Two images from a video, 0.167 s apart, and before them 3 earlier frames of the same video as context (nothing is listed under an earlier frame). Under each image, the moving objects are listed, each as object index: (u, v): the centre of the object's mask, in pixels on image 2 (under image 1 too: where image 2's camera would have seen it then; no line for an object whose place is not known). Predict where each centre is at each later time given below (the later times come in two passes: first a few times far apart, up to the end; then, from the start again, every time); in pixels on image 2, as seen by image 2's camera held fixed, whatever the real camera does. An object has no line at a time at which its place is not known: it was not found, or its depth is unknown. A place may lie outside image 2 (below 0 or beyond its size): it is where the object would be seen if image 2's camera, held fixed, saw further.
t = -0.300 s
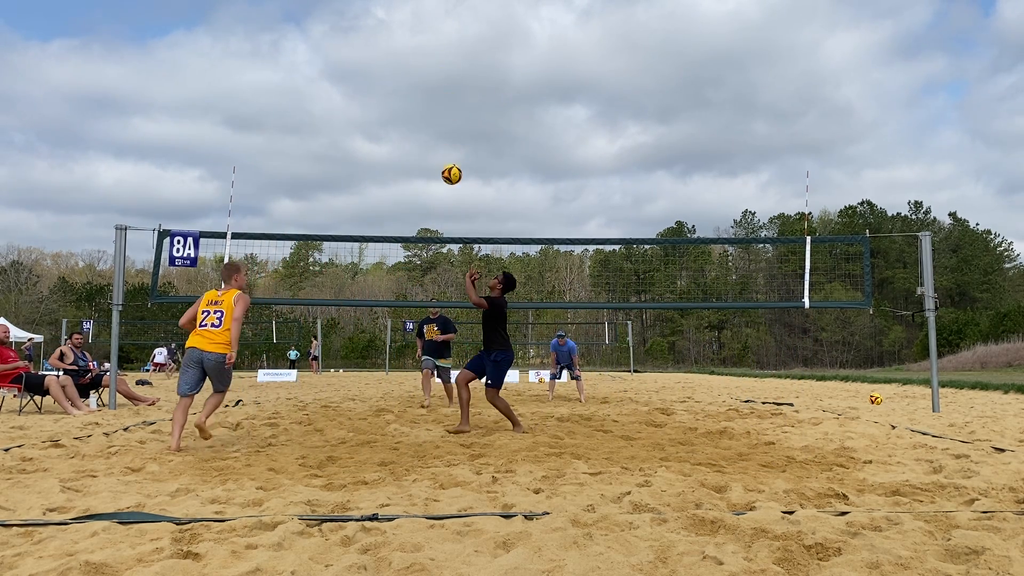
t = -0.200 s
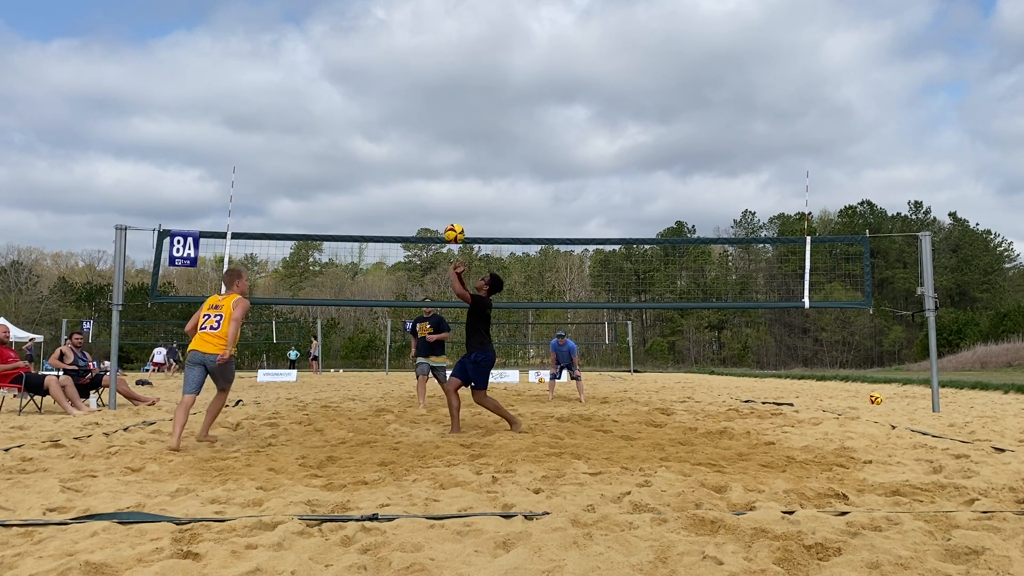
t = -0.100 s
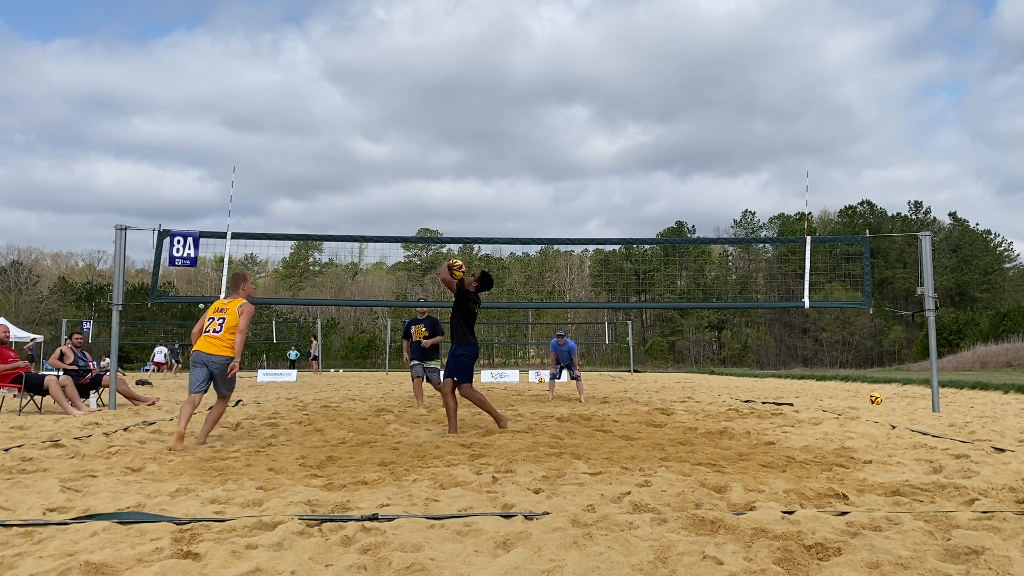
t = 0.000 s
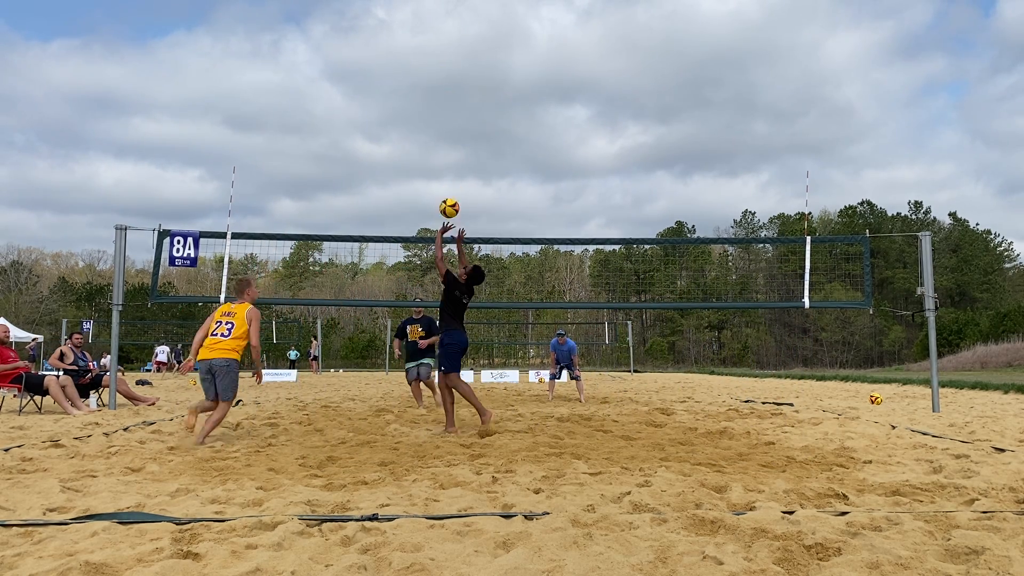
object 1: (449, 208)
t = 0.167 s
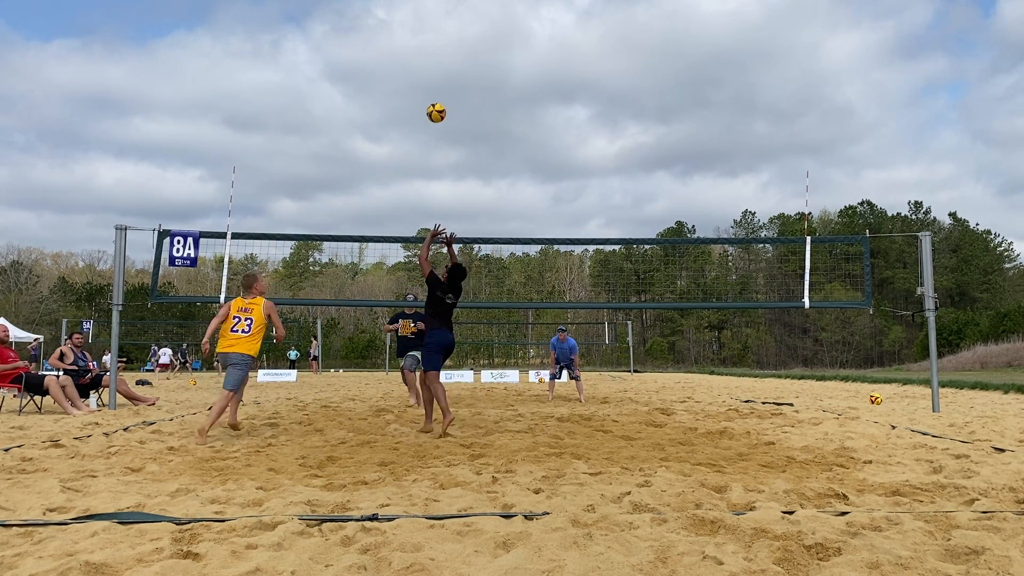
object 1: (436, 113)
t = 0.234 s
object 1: (431, 83)
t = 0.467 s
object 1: (414, 16)
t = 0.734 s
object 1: (395, 3)
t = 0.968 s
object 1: (380, 30)
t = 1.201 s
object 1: (367, 100)
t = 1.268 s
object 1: (363, 127)
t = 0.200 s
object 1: (433, 97)
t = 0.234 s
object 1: (431, 83)
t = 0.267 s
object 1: (428, 70)
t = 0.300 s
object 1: (426, 58)
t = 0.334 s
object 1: (423, 48)
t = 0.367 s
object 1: (421, 38)
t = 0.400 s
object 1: (419, 29)
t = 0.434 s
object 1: (416, 22)
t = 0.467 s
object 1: (414, 16)
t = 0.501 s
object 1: (411, 10)
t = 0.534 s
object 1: (409, 7)
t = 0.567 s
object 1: (407, 5)
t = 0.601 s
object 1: (404, 4)
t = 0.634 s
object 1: (402, 3)
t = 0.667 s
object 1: (400, 3)
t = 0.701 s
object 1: (398, 3)
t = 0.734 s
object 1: (395, 3)
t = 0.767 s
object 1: (393, 4)
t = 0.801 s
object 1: (391, 6)
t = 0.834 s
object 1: (389, 7)
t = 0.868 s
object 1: (387, 11)
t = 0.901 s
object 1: (385, 17)
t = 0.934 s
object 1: (382, 23)
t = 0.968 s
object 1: (380, 30)
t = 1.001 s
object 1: (378, 38)
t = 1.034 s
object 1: (376, 46)
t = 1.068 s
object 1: (374, 56)
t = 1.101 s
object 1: (373, 66)
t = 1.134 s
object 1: (371, 77)
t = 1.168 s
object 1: (369, 88)
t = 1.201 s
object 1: (367, 100)
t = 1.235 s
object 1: (365, 113)
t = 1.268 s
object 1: (363, 127)
